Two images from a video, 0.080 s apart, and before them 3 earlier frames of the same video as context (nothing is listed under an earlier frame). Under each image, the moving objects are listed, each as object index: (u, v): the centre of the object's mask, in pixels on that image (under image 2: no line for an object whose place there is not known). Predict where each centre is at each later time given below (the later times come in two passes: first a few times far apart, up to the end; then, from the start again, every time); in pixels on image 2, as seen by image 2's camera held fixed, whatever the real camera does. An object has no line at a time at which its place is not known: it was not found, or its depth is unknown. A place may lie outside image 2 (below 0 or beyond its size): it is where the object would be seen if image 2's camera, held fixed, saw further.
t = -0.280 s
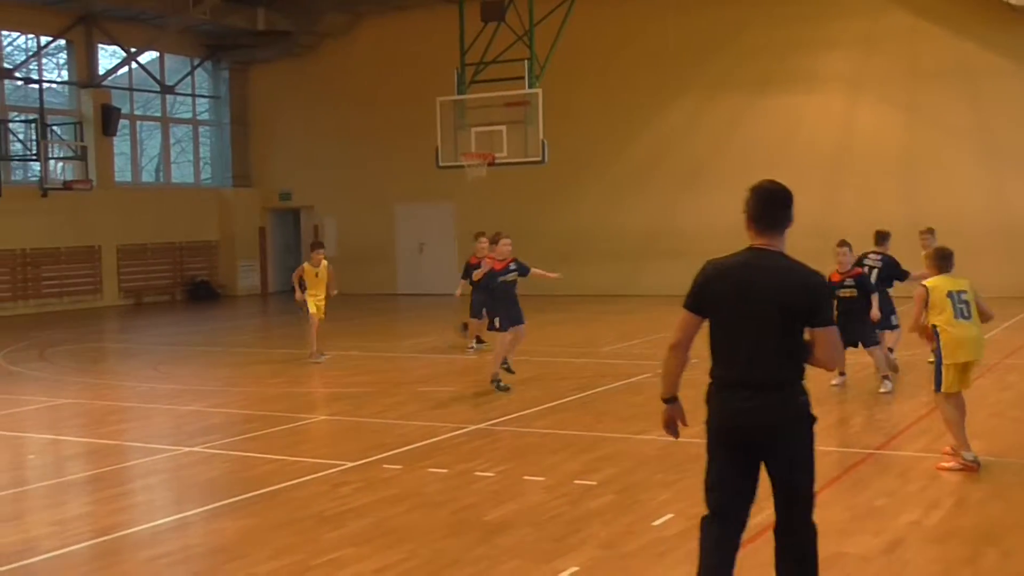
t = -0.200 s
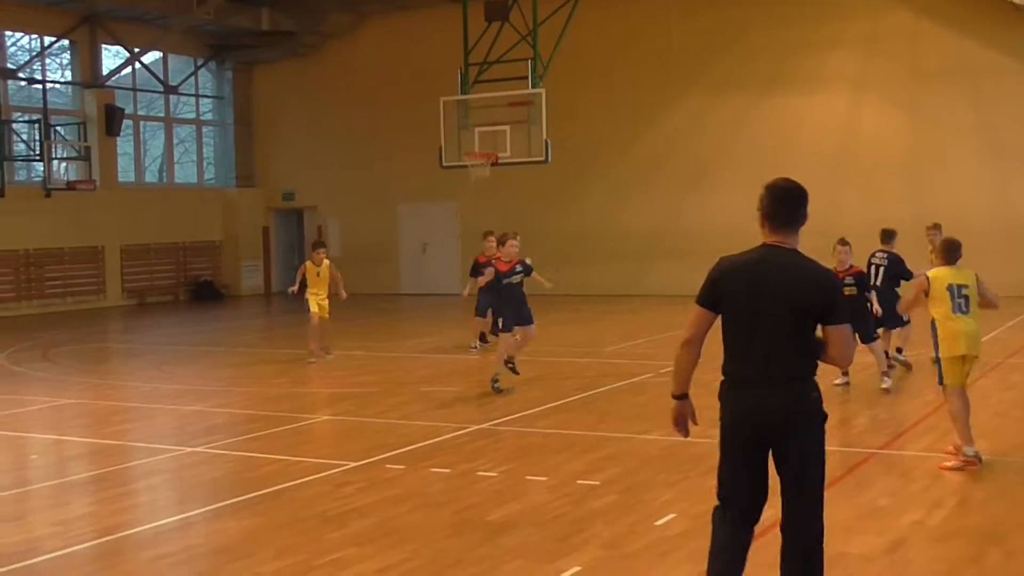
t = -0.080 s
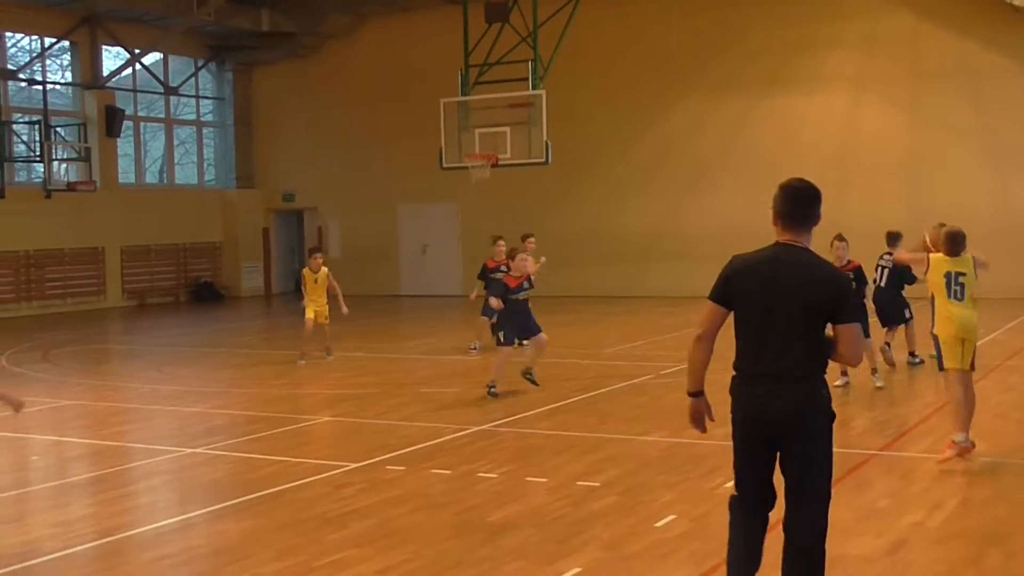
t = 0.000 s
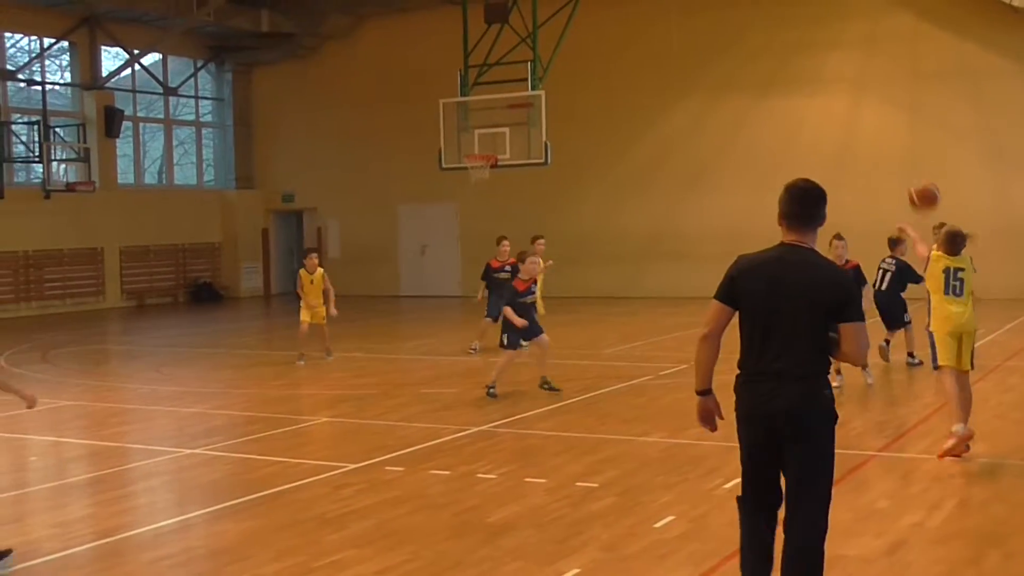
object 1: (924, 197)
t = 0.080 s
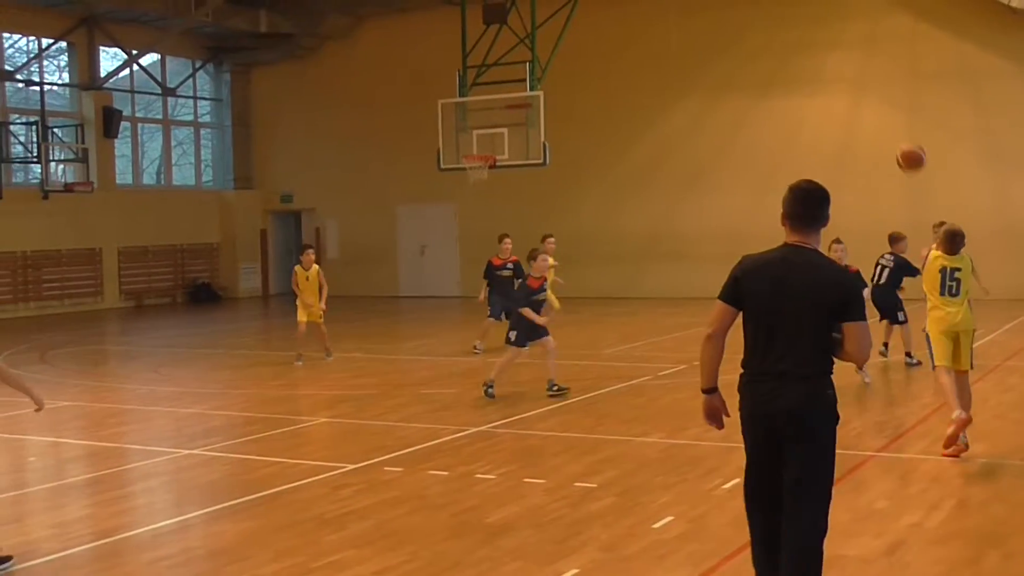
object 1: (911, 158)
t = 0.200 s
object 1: (896, 121)
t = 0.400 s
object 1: (877, 104)
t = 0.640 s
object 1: (861, 137)
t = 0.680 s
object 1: (862, 144)
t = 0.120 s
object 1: (906, 143)
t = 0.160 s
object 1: (900, 130)
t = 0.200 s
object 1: (896, 121)
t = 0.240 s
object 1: (892, 113)
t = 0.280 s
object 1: (887, 108)
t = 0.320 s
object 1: (884, 104)
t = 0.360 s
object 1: (880, 104)
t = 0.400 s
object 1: (877, 104)
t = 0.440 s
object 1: (872, 106)
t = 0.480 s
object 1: (869, 109)
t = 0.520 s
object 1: (865, 115)
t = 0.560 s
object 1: (861, 122)
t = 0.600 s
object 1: (860, 130)
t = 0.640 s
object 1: (861, 137)
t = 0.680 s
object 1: (862, 144)
